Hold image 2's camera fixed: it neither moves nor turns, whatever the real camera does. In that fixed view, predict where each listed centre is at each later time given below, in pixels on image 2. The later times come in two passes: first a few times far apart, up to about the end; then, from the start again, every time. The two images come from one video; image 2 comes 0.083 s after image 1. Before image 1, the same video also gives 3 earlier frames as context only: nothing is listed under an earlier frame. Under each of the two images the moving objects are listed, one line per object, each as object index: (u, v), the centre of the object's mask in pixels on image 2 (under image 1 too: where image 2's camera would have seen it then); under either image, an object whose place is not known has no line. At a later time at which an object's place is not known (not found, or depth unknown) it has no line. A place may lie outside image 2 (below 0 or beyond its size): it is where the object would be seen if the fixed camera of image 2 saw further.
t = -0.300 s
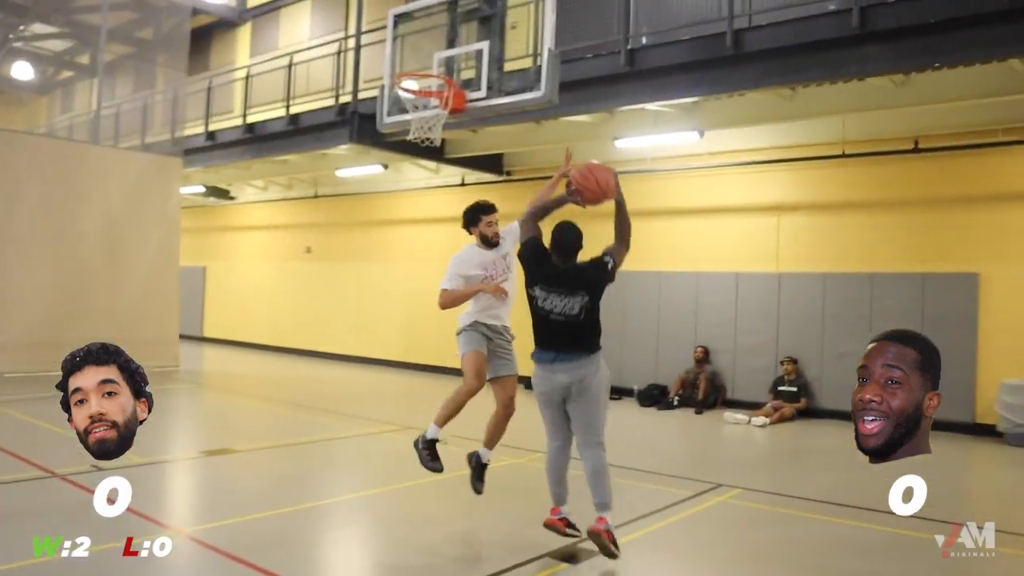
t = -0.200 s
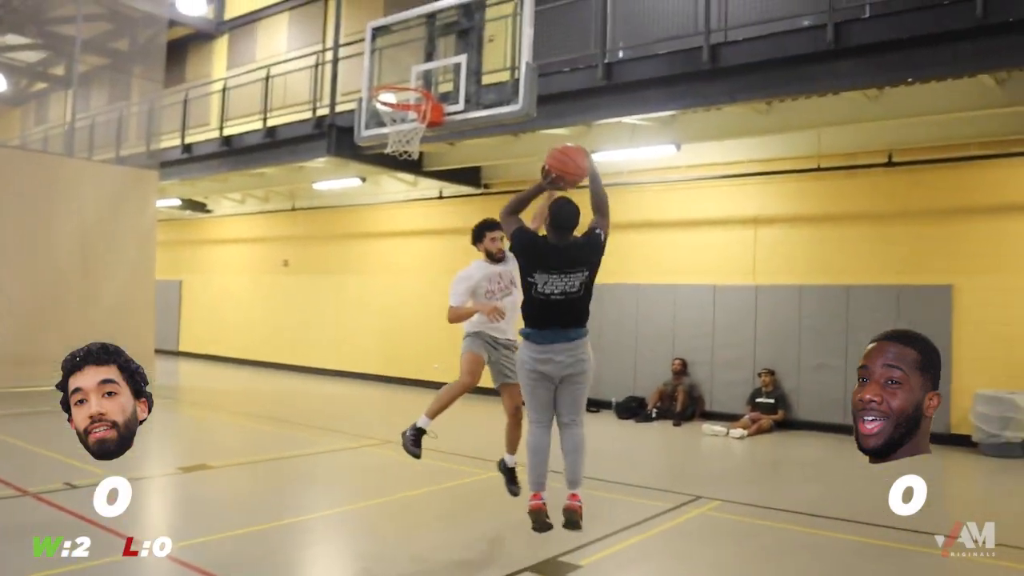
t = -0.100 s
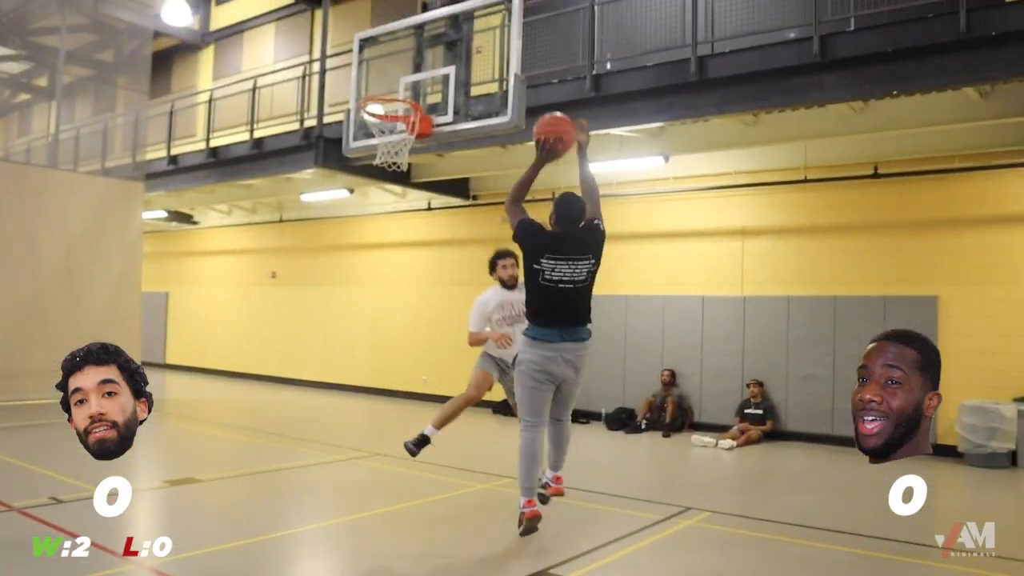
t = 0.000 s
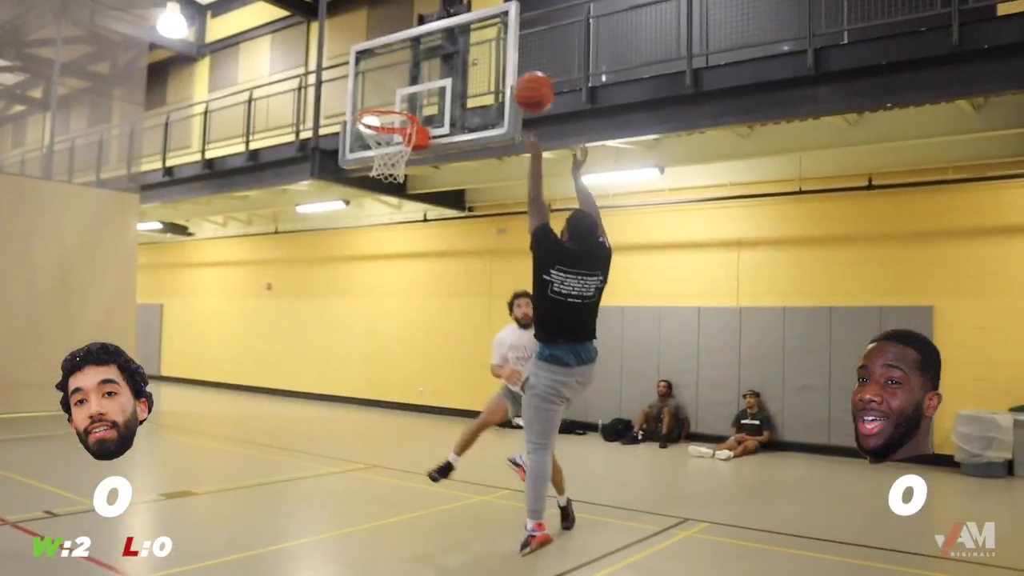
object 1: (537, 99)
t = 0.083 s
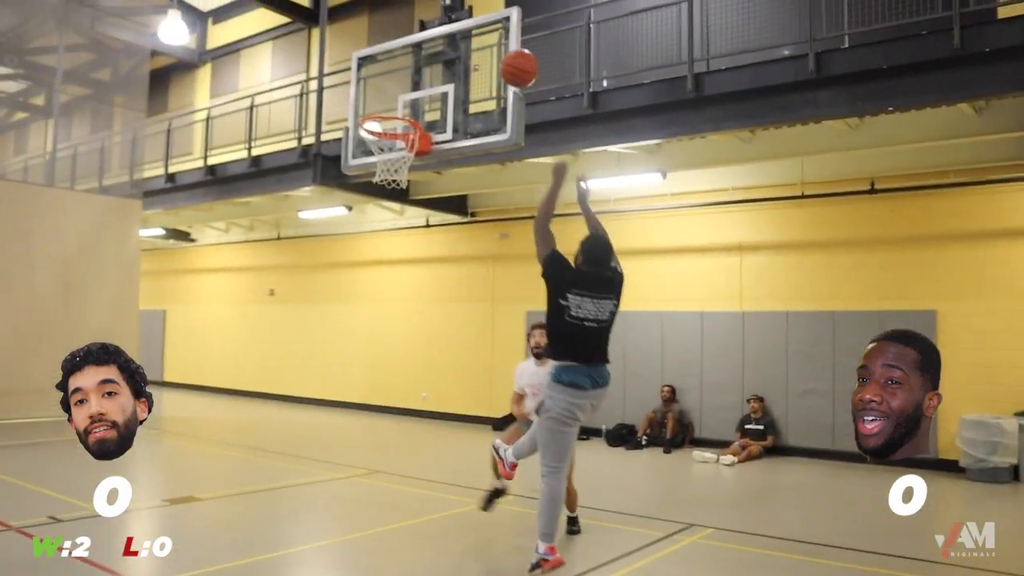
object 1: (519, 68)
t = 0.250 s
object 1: (488, 46)
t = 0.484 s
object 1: (453, 76)
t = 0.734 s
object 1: (388, 136)
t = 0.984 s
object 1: (355, 187)
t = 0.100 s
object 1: (516, 64)
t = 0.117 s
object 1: (512, 60)
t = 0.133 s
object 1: (509, 57)
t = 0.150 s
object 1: (505, 54)
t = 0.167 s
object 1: (503, 51)
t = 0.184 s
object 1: (500, 49)
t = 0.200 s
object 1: (496, 47)
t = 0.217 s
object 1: (493, 46)
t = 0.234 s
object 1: (491, 45)
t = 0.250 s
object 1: (488, 46)
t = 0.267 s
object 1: (486, 46)
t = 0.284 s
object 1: (483, 46)
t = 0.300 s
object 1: (480, 47)
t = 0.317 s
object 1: (478, 48)
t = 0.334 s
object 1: (474, 49)
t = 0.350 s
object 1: (472, 51)
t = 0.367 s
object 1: (469, 53)
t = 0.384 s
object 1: (467, 55)
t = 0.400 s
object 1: (464, 58)
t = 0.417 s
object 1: (461, 62)
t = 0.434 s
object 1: (459, 65)
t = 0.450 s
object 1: (457, 68)
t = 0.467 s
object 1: (456, 72)
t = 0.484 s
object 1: (453, 76)
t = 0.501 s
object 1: (451, 81)
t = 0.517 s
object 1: (449, 85)
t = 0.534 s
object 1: (445, 88)
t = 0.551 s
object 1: (440, 91)
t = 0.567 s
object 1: (436, 93)
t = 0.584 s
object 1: (431, 96)
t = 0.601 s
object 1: (426, 99)
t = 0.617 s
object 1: (421, 102)
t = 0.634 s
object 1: (416, 106)
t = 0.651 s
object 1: (413, 108)
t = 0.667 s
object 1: (408, 114)
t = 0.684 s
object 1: (403, 120)
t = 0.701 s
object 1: (397, 125)
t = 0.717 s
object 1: (391, 132)
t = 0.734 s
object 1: (388, 136)
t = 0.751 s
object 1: (380, 143)
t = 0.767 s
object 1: (378, 147)
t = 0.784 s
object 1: (374, 153)
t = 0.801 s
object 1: (369, 156)
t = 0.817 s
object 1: (367, 159)
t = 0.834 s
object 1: (365, 162)
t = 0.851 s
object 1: (364, 164)
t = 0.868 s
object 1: (363, 166)
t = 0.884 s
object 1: (361, 168)
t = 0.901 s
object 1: (359, 170)
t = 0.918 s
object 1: (359, 173)
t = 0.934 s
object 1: (358, 176)
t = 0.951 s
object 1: (357, 180)
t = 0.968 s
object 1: (356, 183)
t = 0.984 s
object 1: (355, 187)
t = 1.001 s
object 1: (355, 192)
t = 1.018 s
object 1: (354, 197)
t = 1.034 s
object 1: (353, 202)
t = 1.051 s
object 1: (353, 208)
